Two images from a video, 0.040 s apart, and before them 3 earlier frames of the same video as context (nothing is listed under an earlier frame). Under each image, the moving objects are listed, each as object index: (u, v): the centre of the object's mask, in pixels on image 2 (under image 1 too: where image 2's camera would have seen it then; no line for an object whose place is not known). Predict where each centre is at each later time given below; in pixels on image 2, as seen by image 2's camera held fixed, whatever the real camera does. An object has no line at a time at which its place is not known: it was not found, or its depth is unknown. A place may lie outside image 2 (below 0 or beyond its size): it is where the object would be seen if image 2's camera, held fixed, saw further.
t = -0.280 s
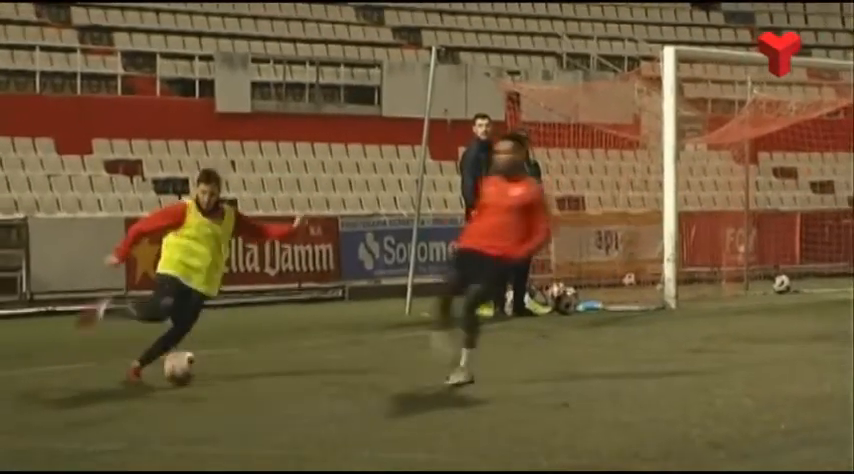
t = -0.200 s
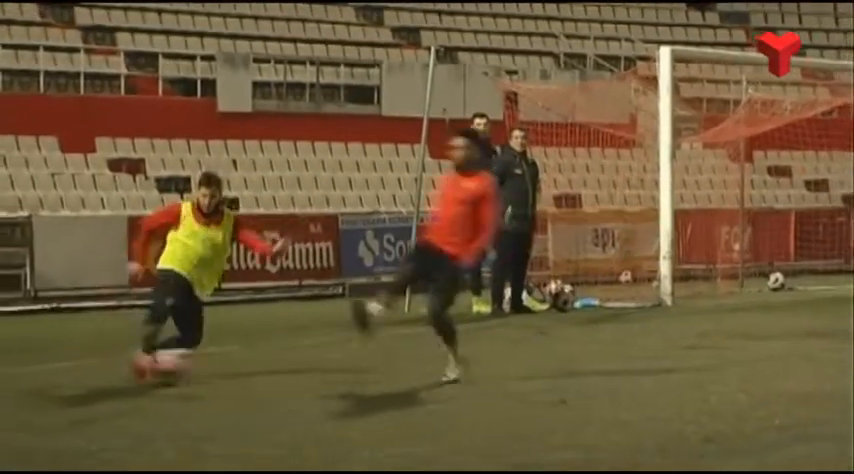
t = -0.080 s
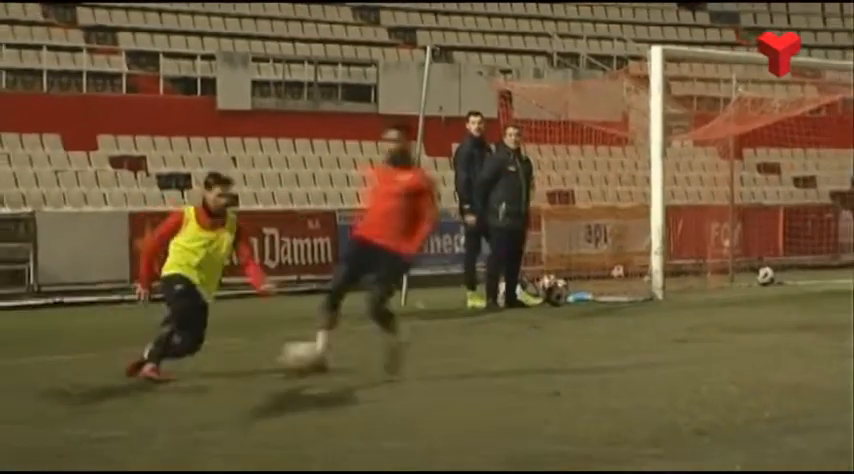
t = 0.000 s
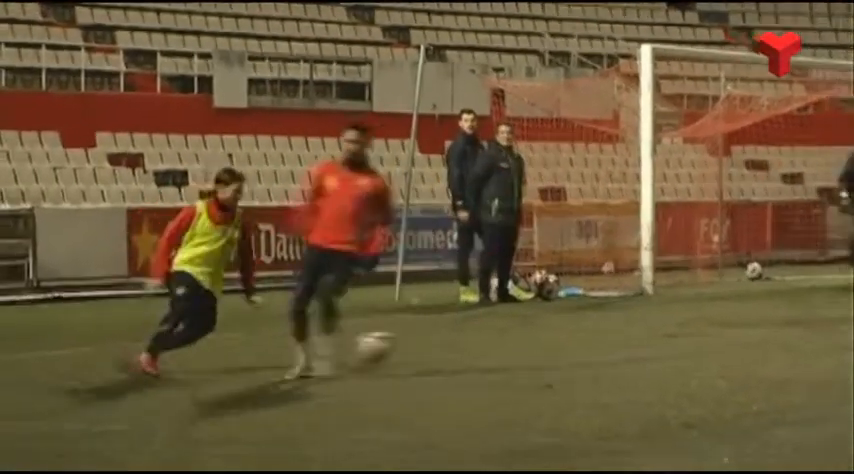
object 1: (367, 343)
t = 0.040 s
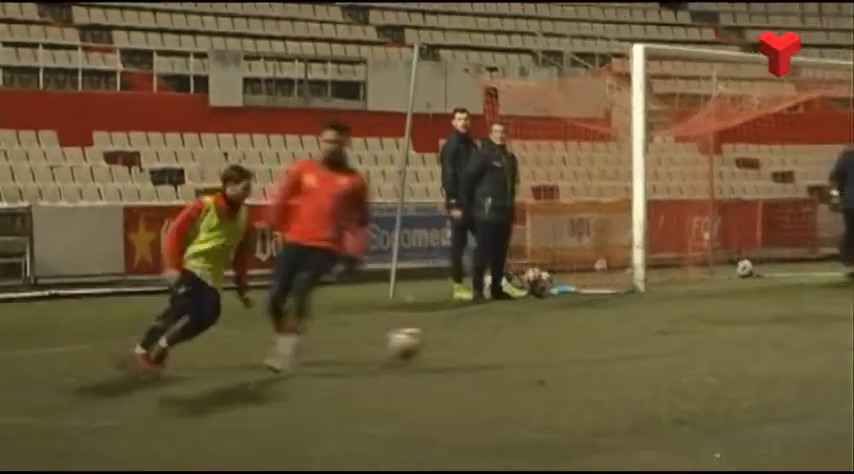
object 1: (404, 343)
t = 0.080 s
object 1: (441, 346)
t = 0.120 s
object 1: (476, 342)
